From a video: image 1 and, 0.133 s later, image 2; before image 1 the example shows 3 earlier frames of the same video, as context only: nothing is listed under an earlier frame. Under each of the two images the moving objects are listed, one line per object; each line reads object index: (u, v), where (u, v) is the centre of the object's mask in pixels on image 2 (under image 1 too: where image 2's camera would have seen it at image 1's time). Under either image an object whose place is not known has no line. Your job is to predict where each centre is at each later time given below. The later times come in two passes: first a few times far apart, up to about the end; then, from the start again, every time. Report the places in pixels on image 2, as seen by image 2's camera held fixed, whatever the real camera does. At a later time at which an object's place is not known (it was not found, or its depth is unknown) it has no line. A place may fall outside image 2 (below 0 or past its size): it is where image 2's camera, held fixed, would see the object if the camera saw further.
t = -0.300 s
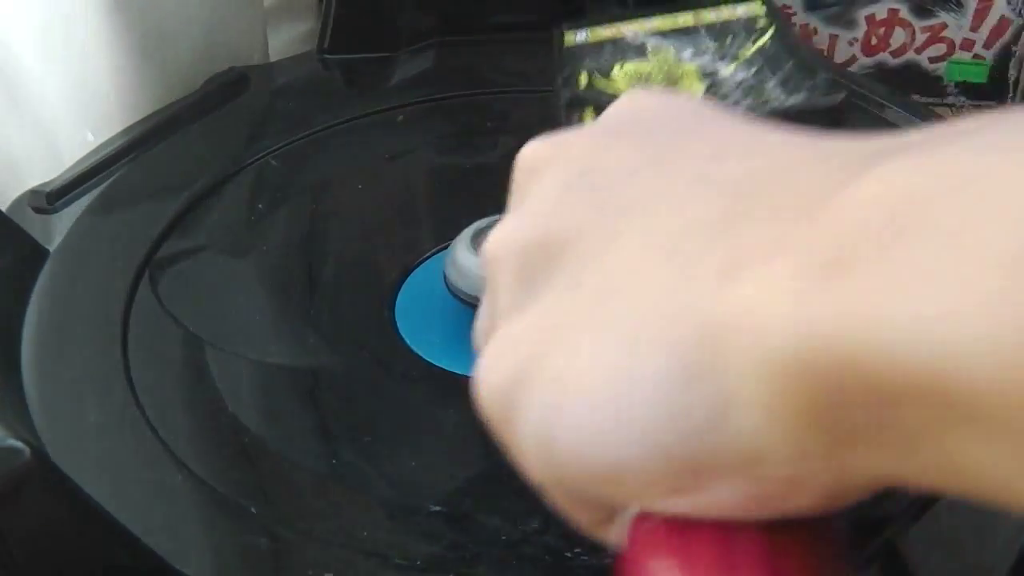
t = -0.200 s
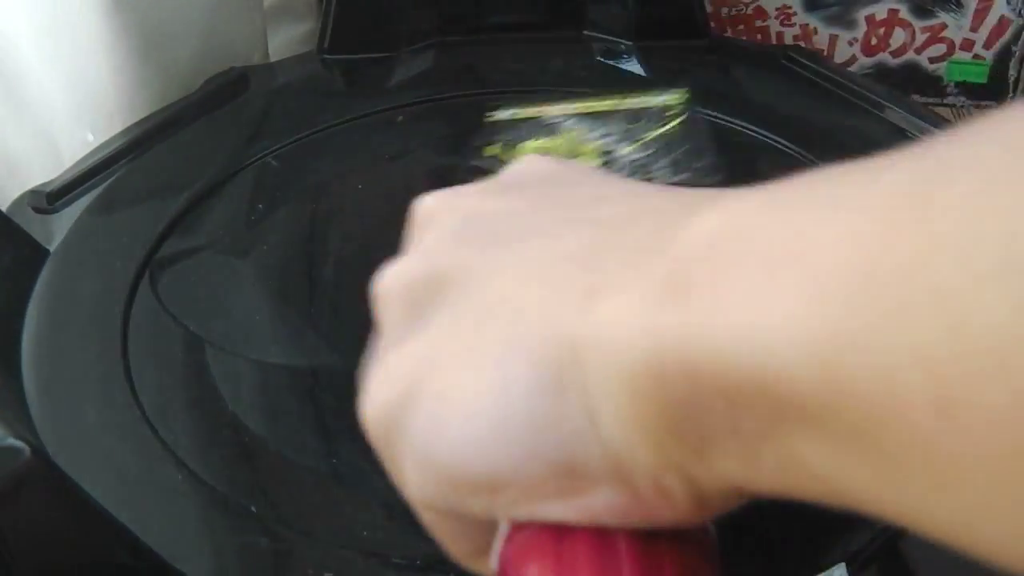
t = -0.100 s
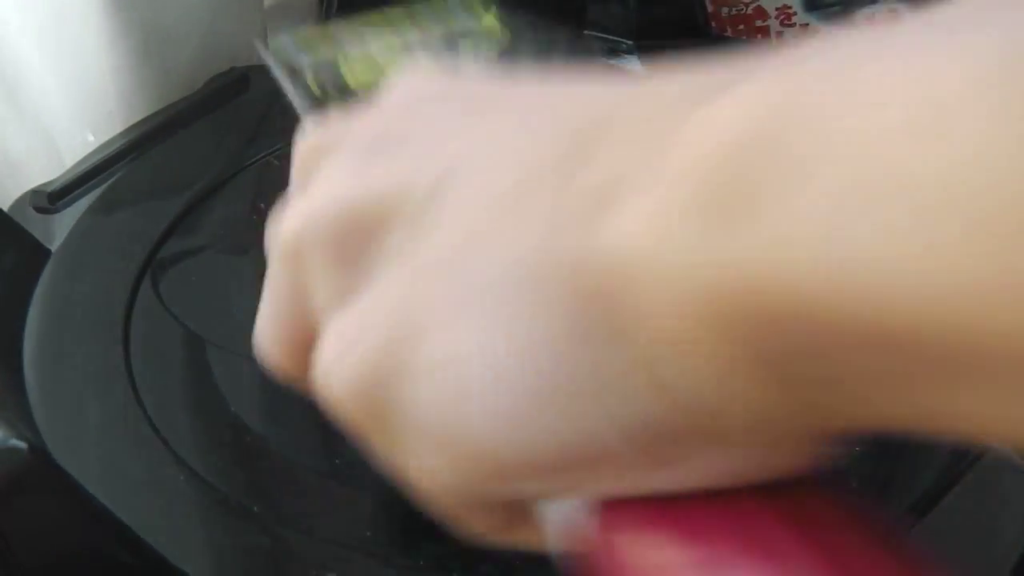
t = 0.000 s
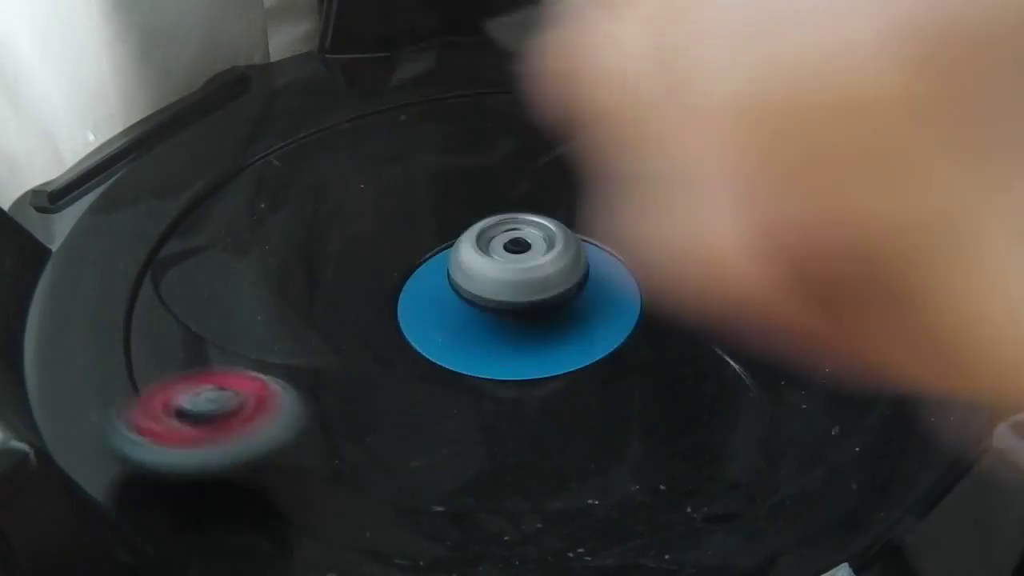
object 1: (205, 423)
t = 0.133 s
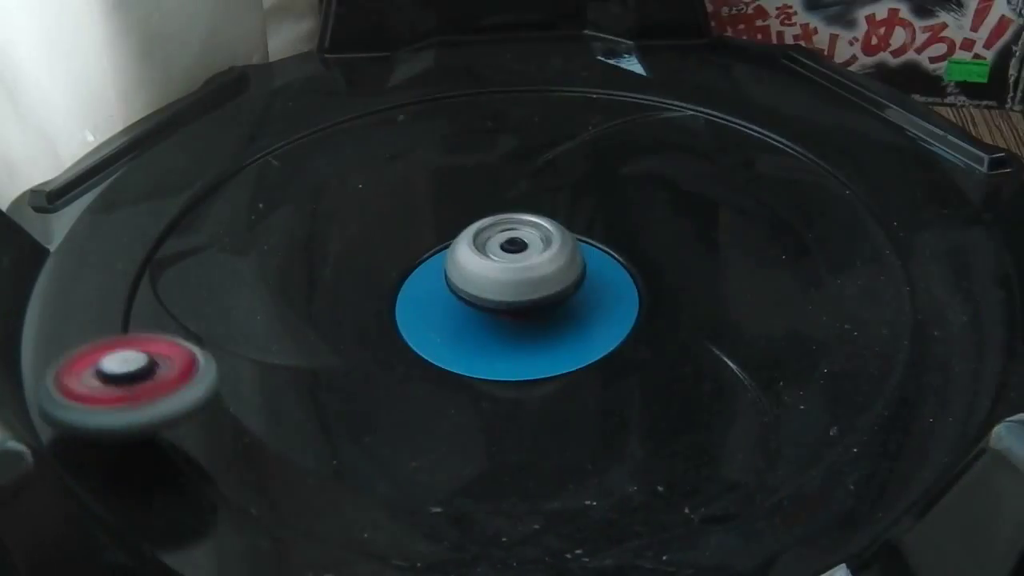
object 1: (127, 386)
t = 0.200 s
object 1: (161, 381)
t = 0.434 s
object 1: (376, 437)
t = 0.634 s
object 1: (369, 324)
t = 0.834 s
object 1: (142, 226)
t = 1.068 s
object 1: (138, 386)
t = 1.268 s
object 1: (681, 389)
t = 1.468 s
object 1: (741, 146)
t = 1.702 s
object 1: (269, 72)
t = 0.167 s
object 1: (141, 380)
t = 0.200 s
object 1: (161, 381)
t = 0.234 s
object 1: (188, 388)
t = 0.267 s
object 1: (216, 393)
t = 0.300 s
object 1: (242, 402)
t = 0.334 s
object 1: (271, 413)
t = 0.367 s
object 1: (305, 425)
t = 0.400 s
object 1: (343, 435)
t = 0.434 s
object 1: (376, 437)
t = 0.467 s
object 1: (398, 430)
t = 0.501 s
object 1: (409, 418)
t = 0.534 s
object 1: (412, 398)
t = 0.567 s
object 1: (405, 374)
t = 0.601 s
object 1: (391, 349)
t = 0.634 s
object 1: (369, 324)
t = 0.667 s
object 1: (340, 302)
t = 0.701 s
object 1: (308, 281)
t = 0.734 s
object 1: (269, 267)
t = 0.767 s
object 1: (223, 253)
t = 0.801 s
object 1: (177, 239)
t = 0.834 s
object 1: (142, 226)
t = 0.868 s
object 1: (127, 221)
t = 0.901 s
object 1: (116, 239)
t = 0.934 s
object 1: (104, 254)
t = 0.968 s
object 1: (94, 276)
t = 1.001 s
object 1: (89, 307)
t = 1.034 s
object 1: (101, 345)
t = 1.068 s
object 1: (138, 386)
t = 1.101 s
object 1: (210, 427)
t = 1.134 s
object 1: (303, 458)
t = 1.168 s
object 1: (408, 465)
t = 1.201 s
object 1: (514, 451)
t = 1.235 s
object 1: (606, 424)
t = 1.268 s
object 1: (681, 389)
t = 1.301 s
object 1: (736, 350)
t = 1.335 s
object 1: (761, 294)
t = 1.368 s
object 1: (773, 258)
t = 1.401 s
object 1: (776, 225)
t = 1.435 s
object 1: (763, 186)
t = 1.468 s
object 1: (741, 146)
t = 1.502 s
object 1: (705, 104)
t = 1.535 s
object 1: (652, 63)
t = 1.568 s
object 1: (585, 36)
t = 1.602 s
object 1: (512, 26)
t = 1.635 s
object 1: (429, 29)
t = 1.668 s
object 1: (352, 58)
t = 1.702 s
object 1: (269, 72)
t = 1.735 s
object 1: (191, 99)
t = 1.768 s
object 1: (123, 130)
